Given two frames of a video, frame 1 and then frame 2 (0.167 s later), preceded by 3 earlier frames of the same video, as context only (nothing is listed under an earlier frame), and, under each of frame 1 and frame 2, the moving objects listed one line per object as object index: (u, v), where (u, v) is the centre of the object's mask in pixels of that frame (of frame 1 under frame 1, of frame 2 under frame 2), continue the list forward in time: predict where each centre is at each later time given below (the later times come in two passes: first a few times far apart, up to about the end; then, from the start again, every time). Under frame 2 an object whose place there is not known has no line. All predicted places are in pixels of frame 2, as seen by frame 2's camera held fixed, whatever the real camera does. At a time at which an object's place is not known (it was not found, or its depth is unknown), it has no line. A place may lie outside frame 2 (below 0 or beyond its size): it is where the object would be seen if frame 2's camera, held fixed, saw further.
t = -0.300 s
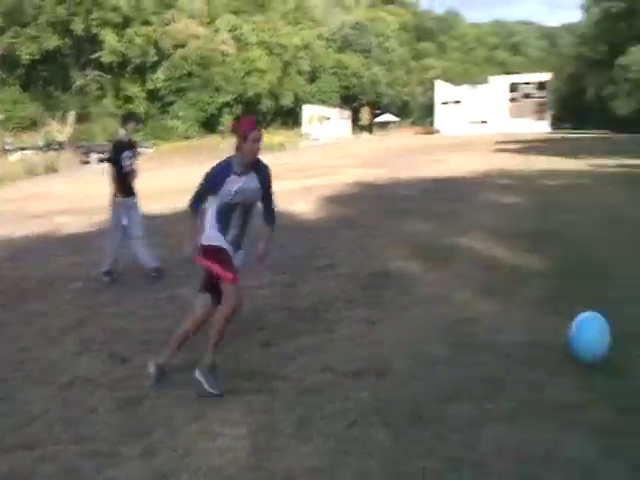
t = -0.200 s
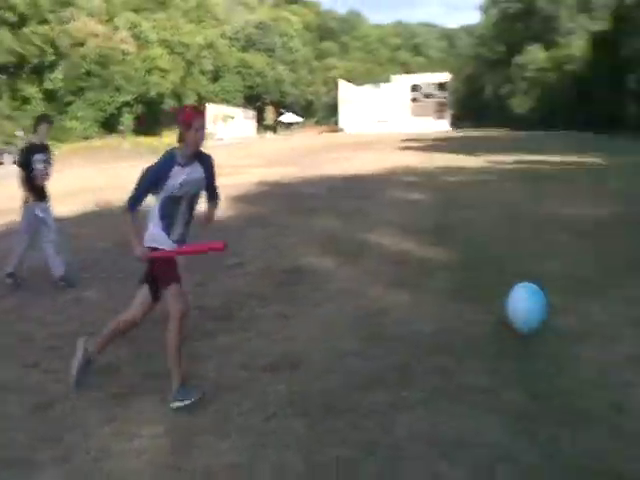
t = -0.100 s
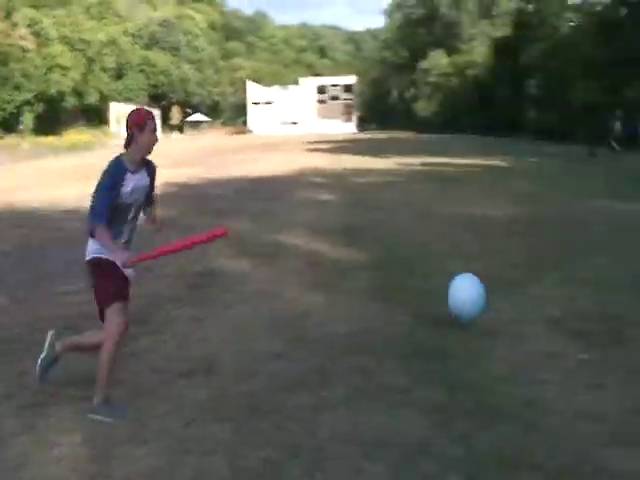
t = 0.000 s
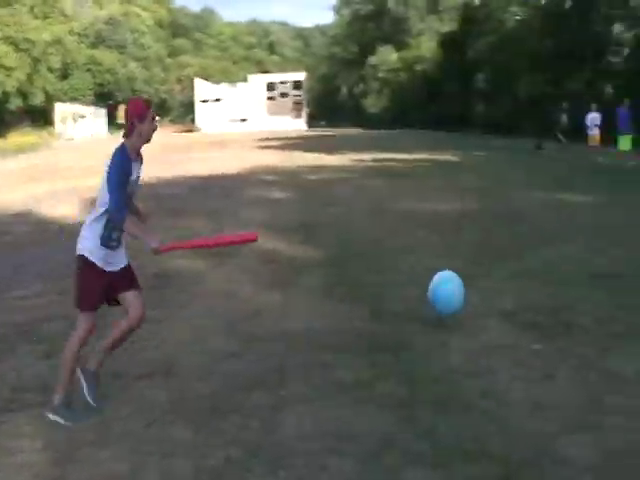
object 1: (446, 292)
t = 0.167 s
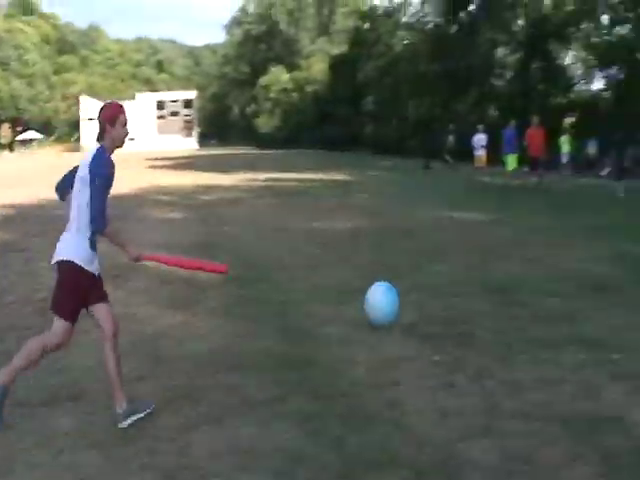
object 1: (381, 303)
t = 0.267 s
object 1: (399, 295)
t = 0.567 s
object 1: (442, 284)
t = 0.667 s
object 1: (452, 284)
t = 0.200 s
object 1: (387, 299)
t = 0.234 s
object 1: (393, 297)
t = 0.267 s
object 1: (399, 295)
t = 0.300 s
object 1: (404, 295)
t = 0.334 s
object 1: (410, 296)
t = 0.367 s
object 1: (415, 299)
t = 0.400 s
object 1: (420, 301)
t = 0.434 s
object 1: (425, 298)
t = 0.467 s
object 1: (429, 293)
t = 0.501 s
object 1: (433, 289)
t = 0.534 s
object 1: (438, 286)
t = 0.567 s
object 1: (442, 284)
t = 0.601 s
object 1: (445, 283)
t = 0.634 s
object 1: (449, 283)
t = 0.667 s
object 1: (452, 284)
